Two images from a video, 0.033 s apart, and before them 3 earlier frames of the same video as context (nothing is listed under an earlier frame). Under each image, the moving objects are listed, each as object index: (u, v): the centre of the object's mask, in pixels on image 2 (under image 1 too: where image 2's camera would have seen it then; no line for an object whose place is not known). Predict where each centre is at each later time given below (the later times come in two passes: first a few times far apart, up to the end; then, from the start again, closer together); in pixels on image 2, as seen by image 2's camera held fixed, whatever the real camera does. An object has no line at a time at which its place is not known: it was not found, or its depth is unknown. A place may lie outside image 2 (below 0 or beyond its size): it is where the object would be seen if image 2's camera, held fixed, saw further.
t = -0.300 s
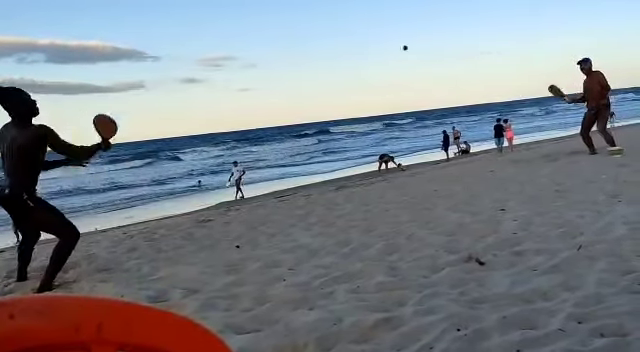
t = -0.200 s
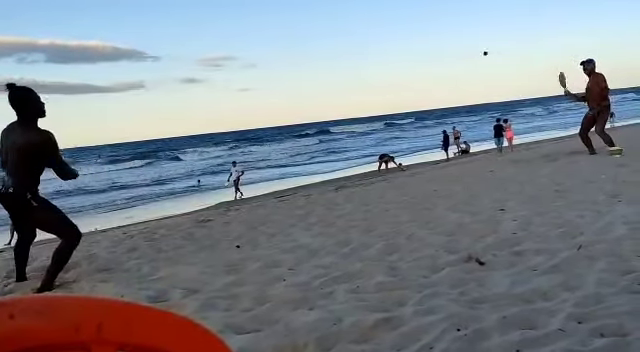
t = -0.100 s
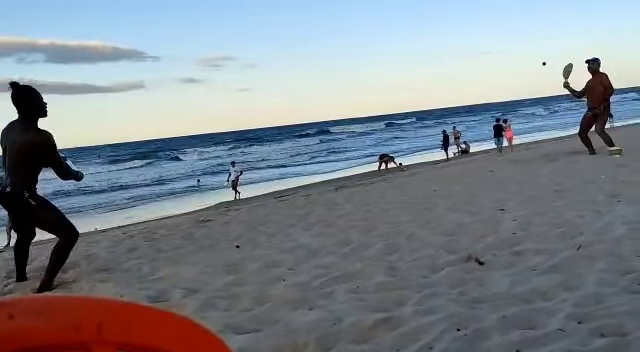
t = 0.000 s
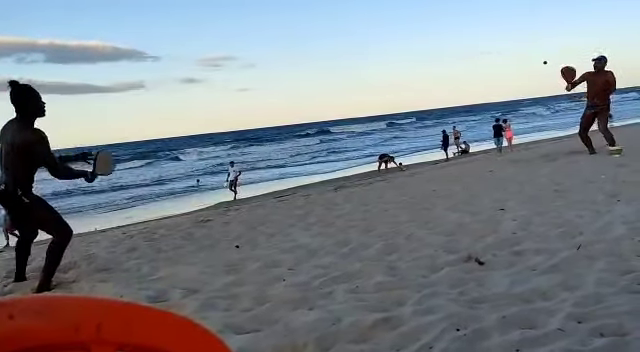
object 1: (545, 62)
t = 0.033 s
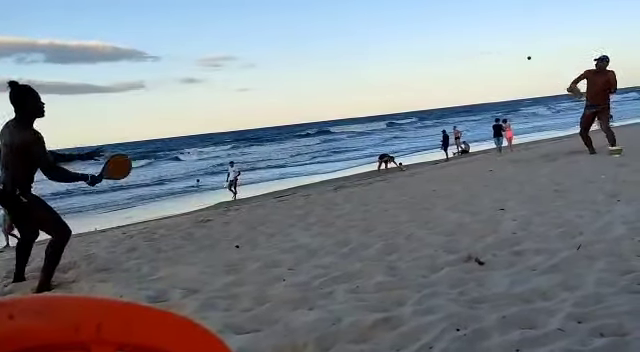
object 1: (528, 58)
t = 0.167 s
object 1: (450, 44)
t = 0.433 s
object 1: (141, 60)
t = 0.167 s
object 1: (450, 44)
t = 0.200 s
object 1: (425, 42)
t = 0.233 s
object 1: (398, 41)
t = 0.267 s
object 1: (368, 41)
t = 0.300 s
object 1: (334, 41)
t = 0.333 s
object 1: (296, 43)
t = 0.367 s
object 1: (252, 47)
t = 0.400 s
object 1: (201, 52)
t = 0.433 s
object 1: (141, 60)
